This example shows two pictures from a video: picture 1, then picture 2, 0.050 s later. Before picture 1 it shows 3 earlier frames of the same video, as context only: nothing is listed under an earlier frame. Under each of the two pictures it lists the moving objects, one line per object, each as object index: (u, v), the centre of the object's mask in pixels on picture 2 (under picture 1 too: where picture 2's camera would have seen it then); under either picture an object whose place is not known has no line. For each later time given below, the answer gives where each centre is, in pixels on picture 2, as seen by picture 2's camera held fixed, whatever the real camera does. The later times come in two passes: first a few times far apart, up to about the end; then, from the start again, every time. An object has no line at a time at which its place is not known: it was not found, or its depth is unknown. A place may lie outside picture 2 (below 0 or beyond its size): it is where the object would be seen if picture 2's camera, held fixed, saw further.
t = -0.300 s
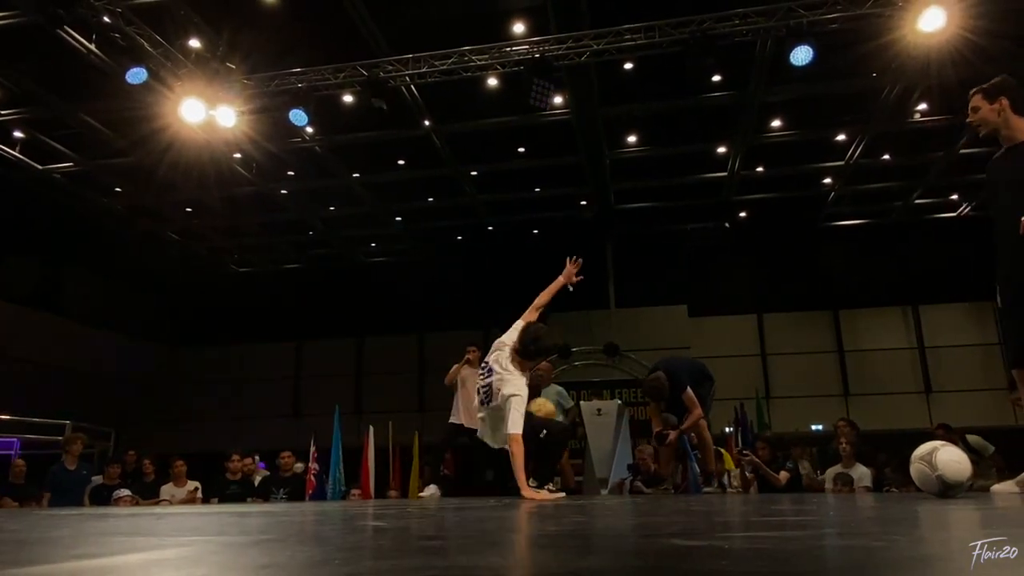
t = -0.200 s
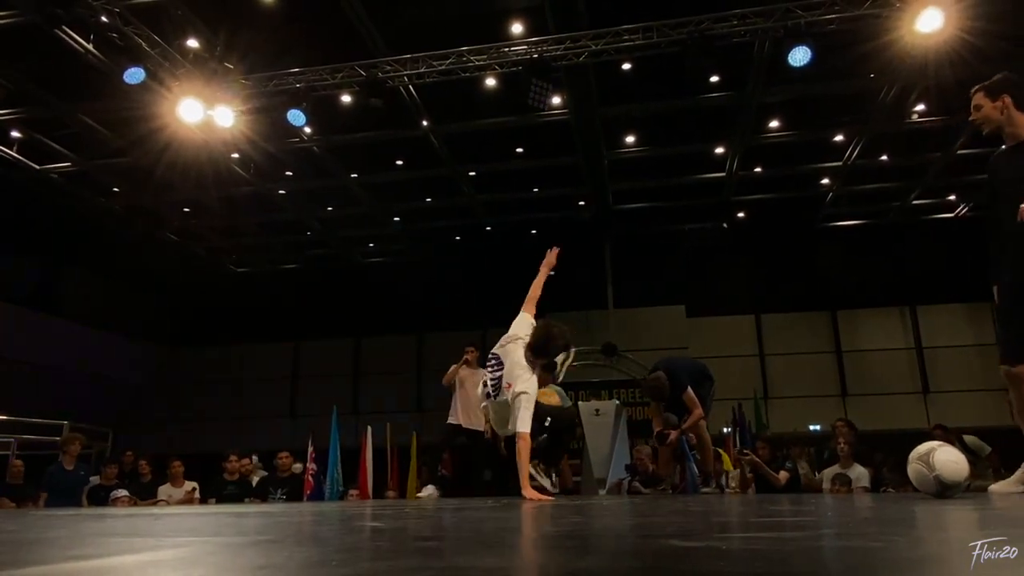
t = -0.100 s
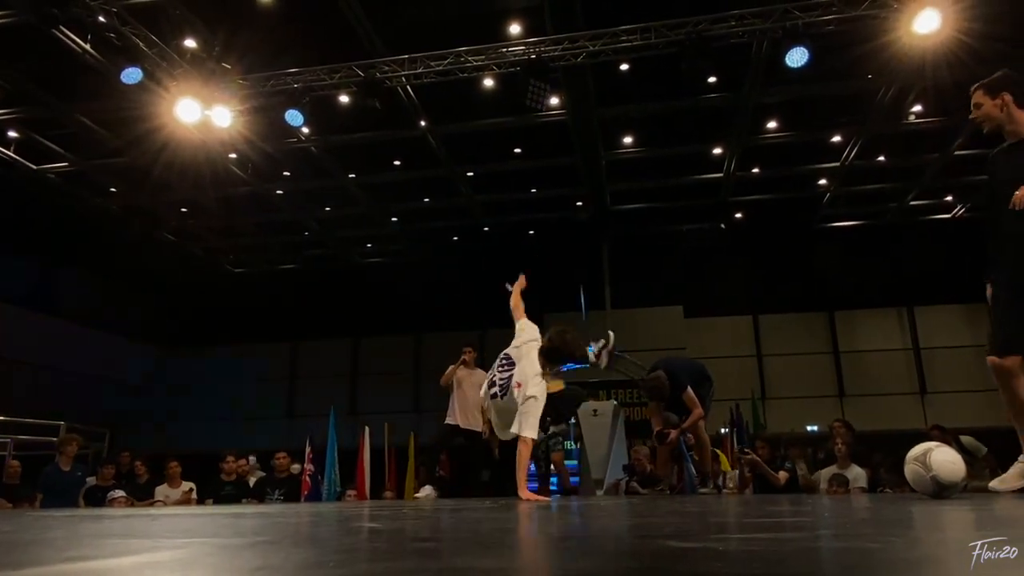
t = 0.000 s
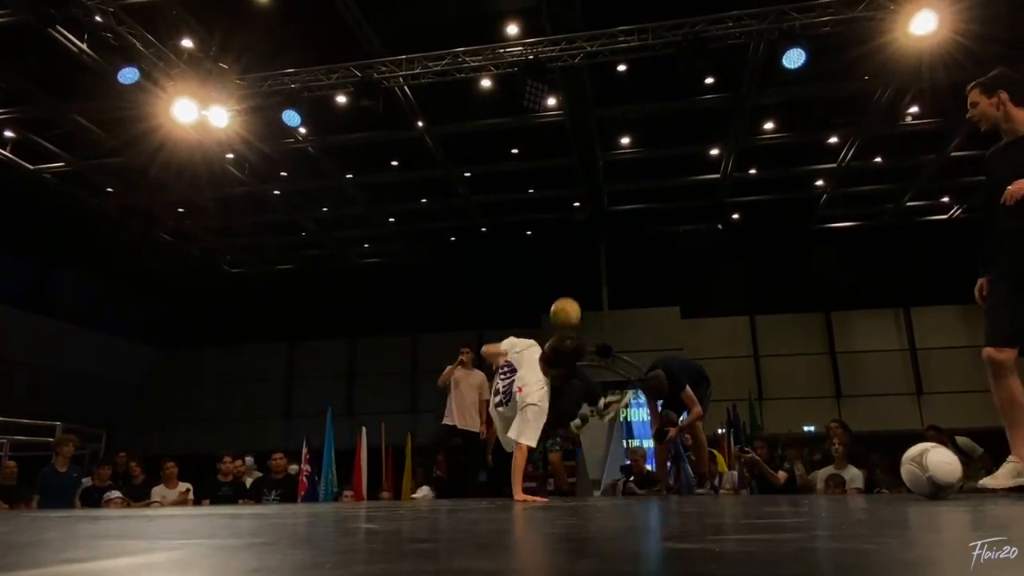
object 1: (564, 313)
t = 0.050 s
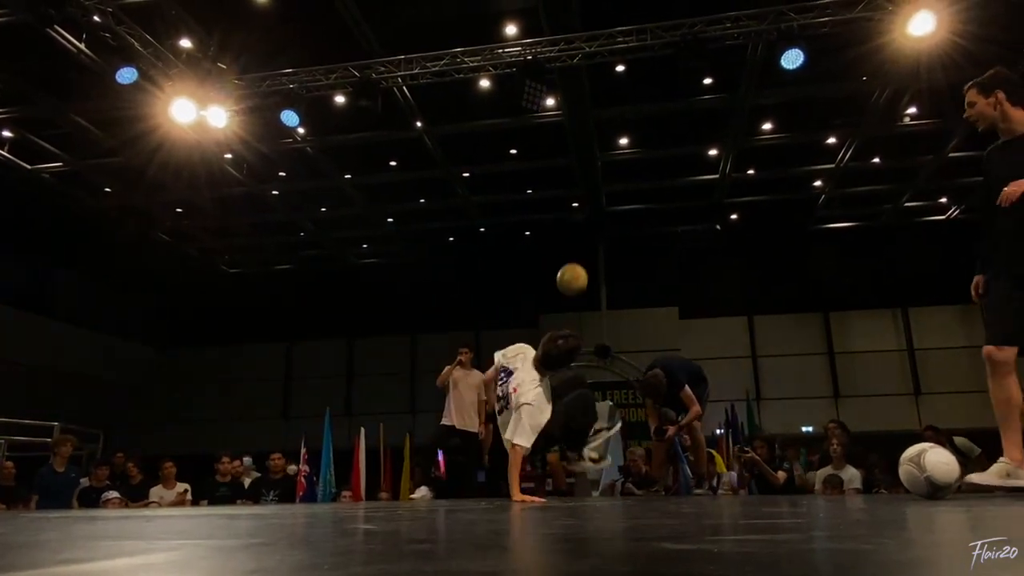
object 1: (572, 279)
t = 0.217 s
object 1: (600, 188)
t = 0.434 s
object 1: (643, 123)
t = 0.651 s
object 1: (696, 122)
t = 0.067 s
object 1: (574, 269)
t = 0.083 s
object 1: (577, 258)
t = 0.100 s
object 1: (580, 248)
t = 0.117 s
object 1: (583, 239)
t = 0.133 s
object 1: (585, 229)
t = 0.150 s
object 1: (589, 220)
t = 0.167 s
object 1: (592, 212)
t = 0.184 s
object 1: (594, 204)
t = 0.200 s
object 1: (597, 196)
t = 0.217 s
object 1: (600, 188)
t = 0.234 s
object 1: (603, 180)
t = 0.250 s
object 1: (607, 174)
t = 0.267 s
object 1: (610, 167)
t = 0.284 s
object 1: (613, 161)
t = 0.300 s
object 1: (616, 156)
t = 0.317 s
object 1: (619, 150)
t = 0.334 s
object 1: (623, 145)
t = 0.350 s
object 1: (626, 139)
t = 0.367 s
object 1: (629, 136)
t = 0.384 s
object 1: (633, 132)
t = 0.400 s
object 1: (637, 128)
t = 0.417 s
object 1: (640, 126)
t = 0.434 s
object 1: (643, 123)
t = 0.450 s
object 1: (647, 120)
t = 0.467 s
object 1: (651, 118)
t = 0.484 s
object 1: (655, 116)
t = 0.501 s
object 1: (659, 115)
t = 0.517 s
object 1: (662, 114)
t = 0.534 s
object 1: (666, 114)
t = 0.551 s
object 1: (671, 113)
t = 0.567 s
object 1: (675, 113)
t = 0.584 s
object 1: (679, 114)
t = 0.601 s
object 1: (684, 116)
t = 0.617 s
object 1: (688, 117)
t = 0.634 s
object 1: (692, 119)
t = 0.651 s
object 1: (696, 122)
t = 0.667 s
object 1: (701, 125)
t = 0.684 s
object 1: (706, 128)
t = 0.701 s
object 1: (711, 131)
